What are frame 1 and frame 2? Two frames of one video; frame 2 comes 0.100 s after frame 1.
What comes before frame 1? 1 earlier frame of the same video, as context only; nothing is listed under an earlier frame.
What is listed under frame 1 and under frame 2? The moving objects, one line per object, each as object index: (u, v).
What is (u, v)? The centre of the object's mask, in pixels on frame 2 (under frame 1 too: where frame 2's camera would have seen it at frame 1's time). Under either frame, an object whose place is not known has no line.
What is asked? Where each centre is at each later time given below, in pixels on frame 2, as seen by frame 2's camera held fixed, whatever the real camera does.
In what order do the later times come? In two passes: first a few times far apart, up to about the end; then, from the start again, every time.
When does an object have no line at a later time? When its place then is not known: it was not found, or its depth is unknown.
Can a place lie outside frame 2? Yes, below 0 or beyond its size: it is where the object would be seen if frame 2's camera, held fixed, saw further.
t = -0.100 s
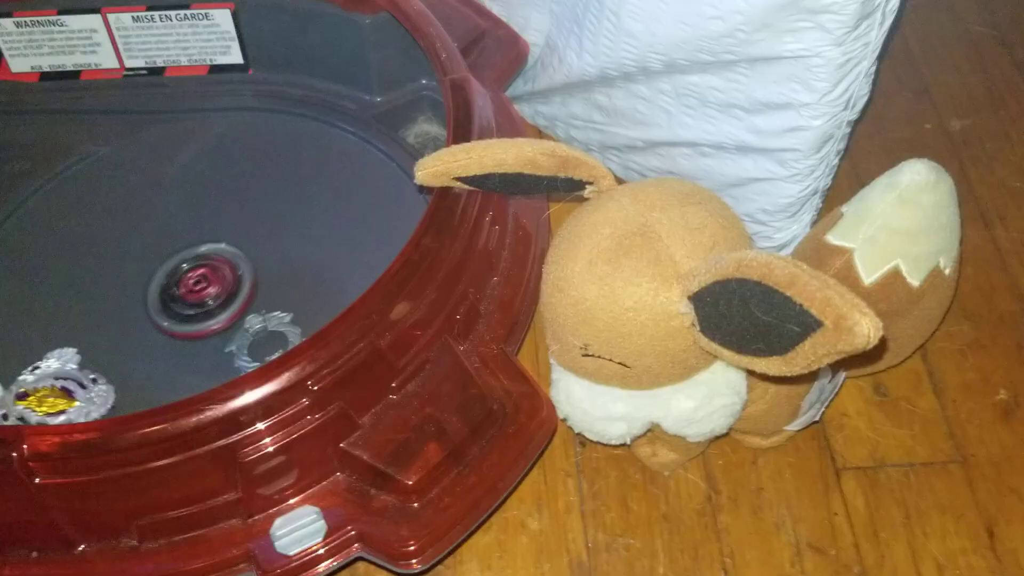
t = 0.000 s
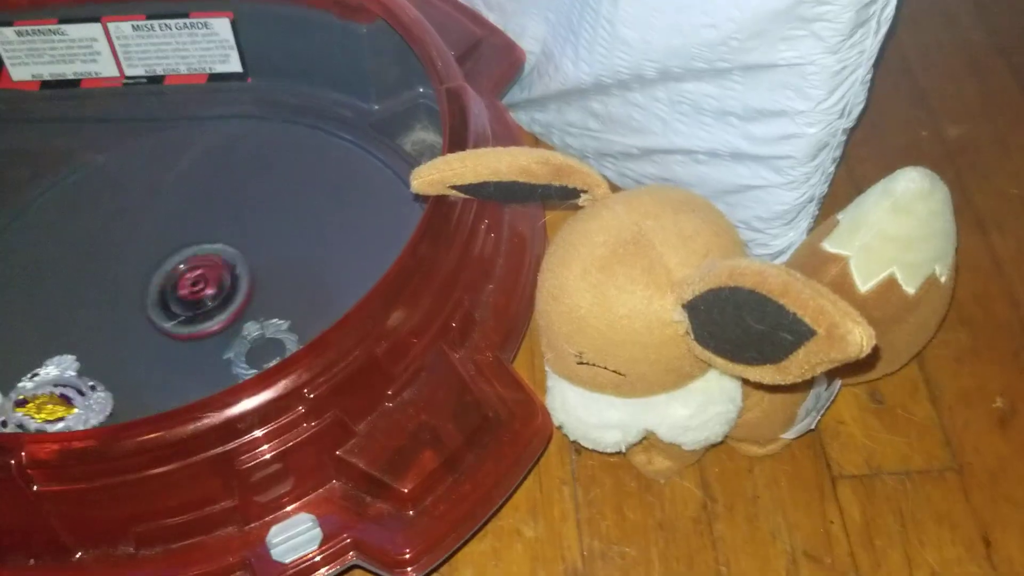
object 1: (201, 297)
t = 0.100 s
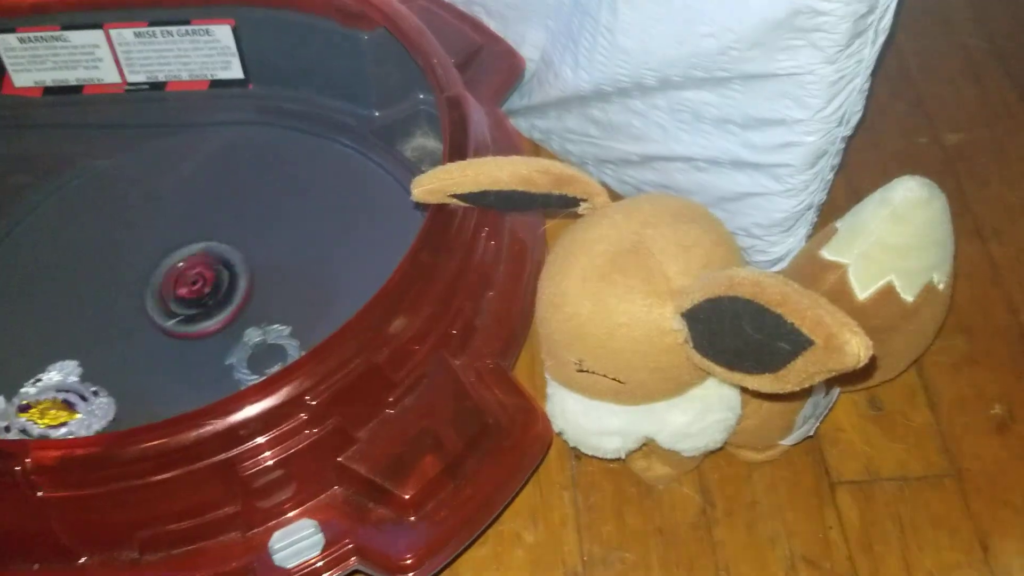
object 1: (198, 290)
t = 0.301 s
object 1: (187, 277)
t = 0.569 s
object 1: (171, 274)
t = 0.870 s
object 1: (161, 285)
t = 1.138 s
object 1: (177, 290)
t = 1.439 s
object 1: (201, 278)
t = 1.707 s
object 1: (211, 262)
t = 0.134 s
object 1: (197, 287)
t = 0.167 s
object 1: (195, 284)
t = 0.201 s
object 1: (194, 282)
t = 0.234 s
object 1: (192, 280)
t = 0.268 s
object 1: (189, 279)
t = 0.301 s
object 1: (187, 277)
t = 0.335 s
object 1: (185, 276)
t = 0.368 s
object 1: (183, 275)
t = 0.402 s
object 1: (181, 274)
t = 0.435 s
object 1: (179, 274)
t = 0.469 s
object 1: (177, 274)
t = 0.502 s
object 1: (175, 273)
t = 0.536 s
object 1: (173, 273)
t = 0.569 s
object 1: (171, 274)
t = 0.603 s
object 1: (167, 276)
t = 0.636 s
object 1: (166, 277)
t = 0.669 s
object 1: (164, 278)
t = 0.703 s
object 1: (163, 279)
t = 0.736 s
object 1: (162, 280)
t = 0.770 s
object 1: (161, 281)
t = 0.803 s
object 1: (160, 283)
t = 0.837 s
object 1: (160, 284)
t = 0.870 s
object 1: (161, 285)
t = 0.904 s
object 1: (162, 287)
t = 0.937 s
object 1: (163, 288)
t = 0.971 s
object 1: (165, 289)
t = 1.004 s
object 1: (166, 289)
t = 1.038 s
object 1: (169, 289)
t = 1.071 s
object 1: (172, 290)
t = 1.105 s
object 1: (175, 290)
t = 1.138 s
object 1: (177, 290)
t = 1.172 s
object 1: (181, 289)
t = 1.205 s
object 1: (183, 288)
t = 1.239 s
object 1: (186, 288)
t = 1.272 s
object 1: (188, 287)
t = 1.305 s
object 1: (191, 286)
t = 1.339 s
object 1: (194, 285)
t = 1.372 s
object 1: (196, 283)
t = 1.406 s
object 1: (199, 280)
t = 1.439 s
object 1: (201, 278)
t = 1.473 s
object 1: (203, 276)
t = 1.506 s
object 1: (204, 274)
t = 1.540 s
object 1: (207, 272)
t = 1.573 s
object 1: (208, 270)
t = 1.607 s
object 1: (210, 268)
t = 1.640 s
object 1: (210, 266)
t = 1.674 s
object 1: (210, 264)
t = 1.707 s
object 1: (211, 262)
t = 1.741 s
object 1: (211, 261)
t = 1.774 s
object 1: (210, 260)
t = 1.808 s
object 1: (210, 258)
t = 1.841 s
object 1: (209, 257)
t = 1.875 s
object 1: (208, 256)
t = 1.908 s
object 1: (207, 255)
